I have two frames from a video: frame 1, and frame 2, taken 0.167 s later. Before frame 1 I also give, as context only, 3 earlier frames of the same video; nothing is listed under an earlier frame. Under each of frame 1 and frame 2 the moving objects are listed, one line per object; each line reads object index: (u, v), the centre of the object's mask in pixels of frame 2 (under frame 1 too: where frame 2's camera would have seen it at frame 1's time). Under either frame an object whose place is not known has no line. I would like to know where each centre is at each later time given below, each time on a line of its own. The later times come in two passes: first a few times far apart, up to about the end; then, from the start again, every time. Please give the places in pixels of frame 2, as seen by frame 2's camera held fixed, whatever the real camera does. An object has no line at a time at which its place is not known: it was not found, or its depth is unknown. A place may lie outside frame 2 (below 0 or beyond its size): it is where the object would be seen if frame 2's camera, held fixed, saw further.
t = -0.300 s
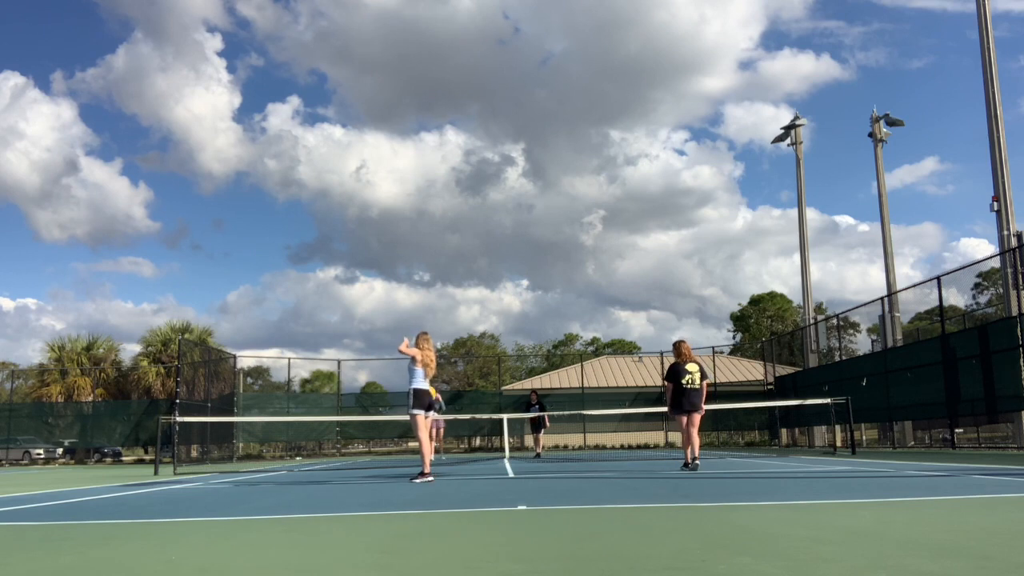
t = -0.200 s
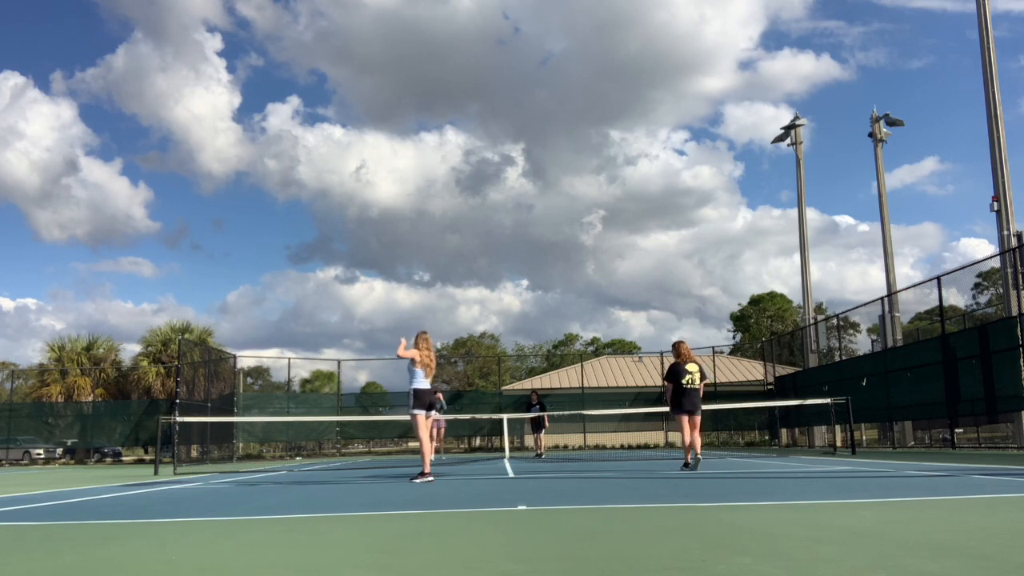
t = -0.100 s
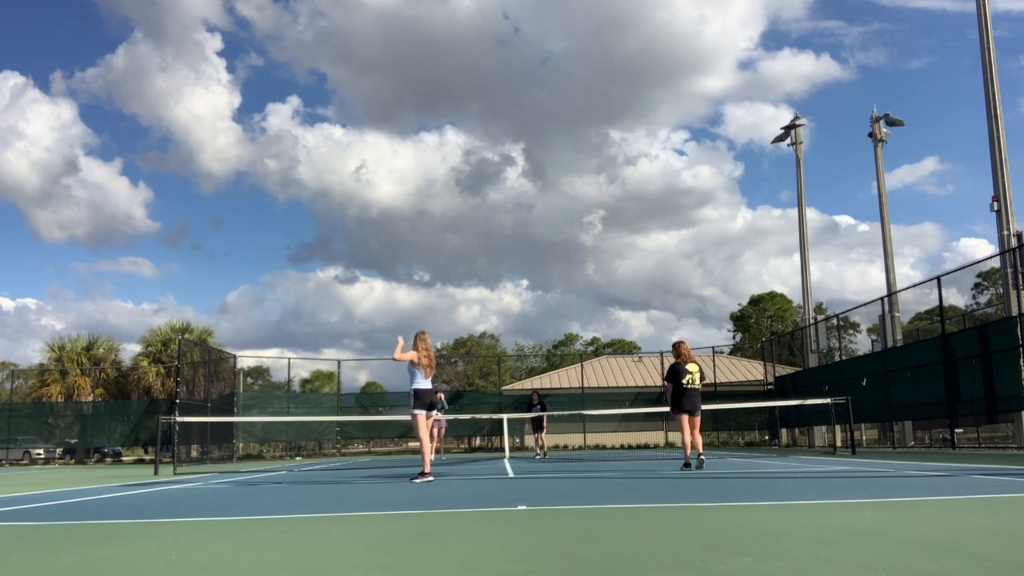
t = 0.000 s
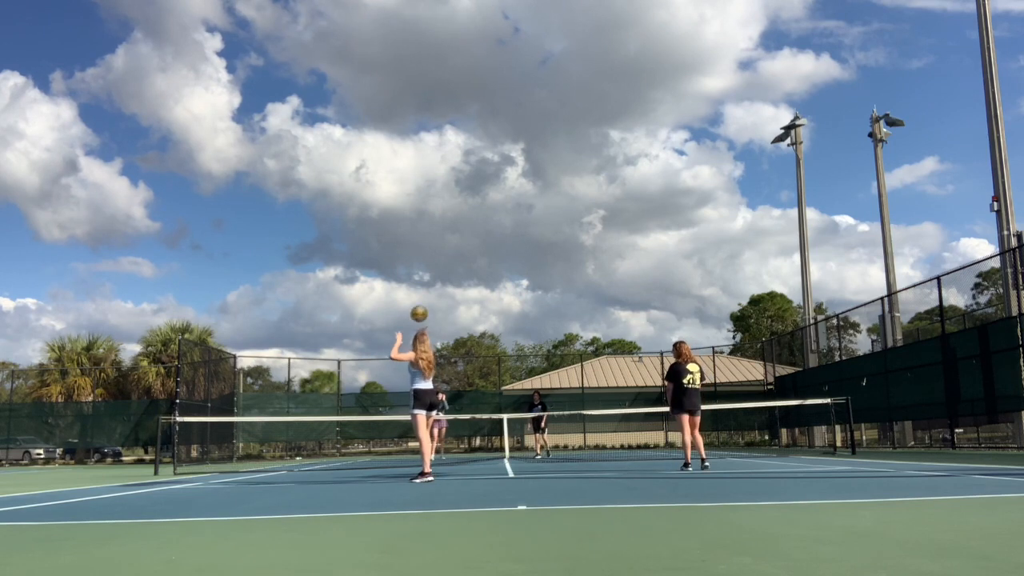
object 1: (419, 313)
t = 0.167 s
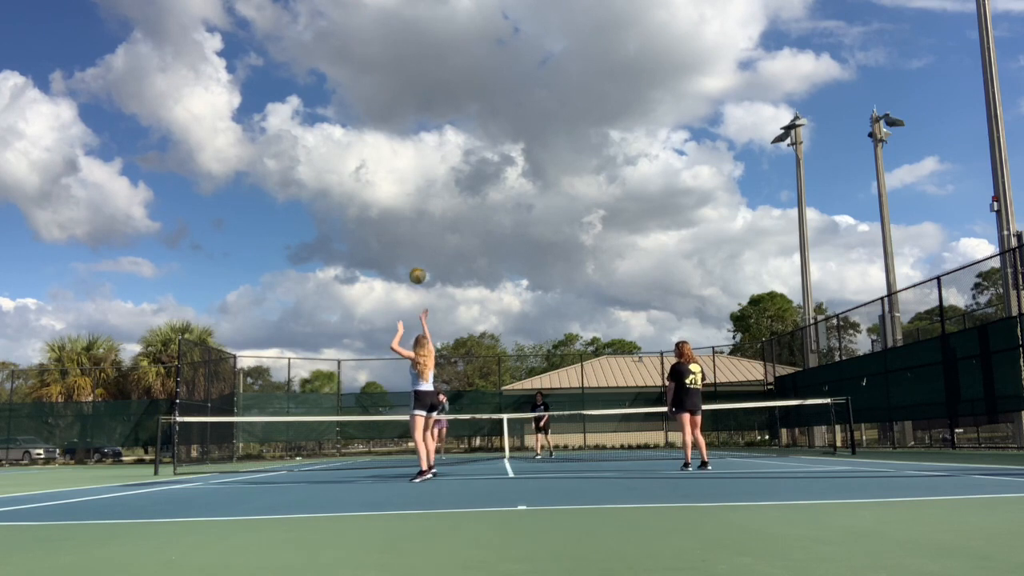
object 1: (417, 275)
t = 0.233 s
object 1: (417, 266)
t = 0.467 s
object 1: (415, 262)
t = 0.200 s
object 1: (417, 270)
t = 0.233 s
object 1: (417, 266)
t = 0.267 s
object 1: (416, 263)
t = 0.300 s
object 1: (416, 261)
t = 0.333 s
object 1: (416, 260)
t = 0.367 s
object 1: (415, 259)
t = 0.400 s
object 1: (415, 259)
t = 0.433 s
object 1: (415, 260)
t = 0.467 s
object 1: (415, 262)
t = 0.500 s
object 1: (415, 265)
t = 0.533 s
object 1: (415, 269)
